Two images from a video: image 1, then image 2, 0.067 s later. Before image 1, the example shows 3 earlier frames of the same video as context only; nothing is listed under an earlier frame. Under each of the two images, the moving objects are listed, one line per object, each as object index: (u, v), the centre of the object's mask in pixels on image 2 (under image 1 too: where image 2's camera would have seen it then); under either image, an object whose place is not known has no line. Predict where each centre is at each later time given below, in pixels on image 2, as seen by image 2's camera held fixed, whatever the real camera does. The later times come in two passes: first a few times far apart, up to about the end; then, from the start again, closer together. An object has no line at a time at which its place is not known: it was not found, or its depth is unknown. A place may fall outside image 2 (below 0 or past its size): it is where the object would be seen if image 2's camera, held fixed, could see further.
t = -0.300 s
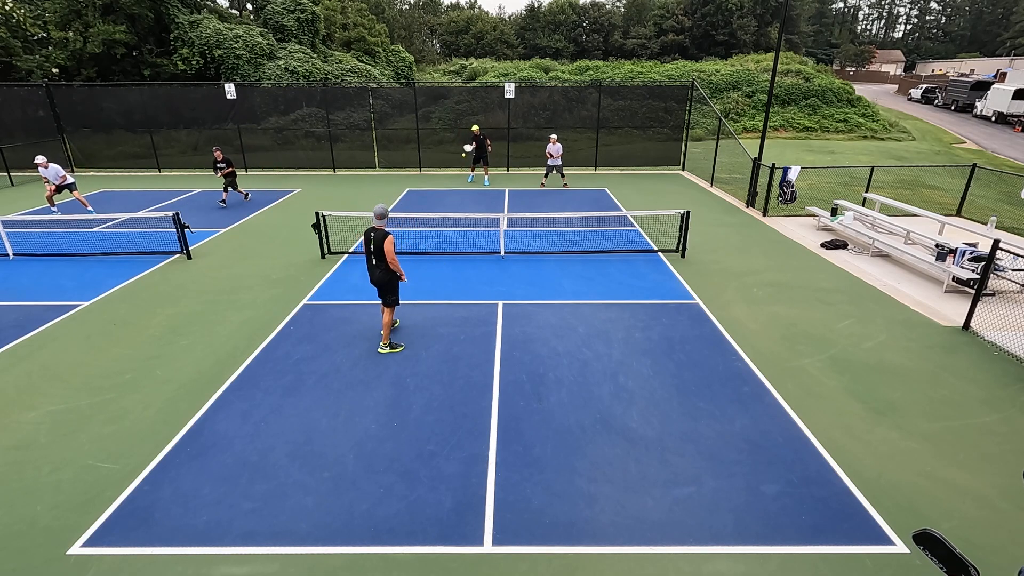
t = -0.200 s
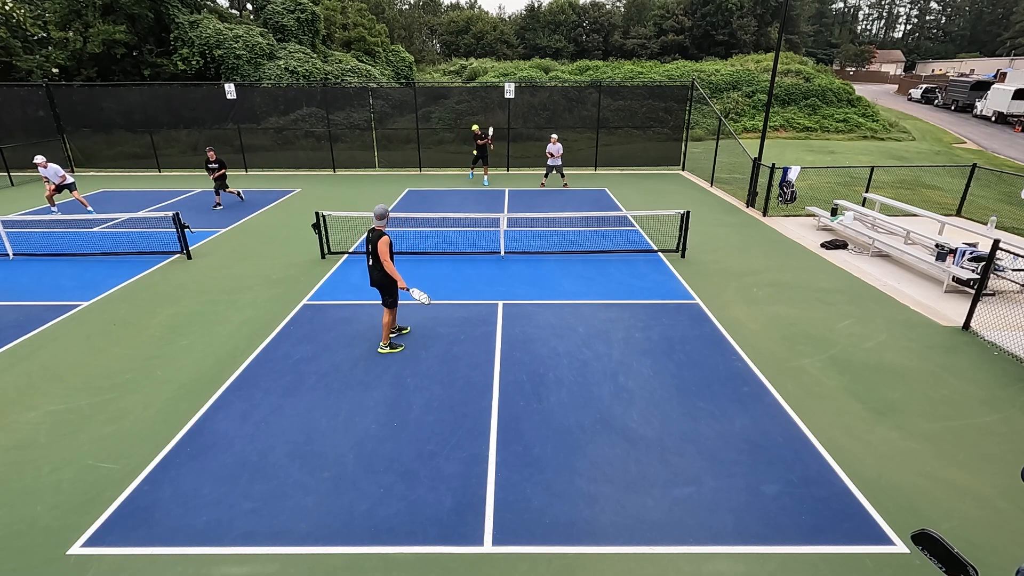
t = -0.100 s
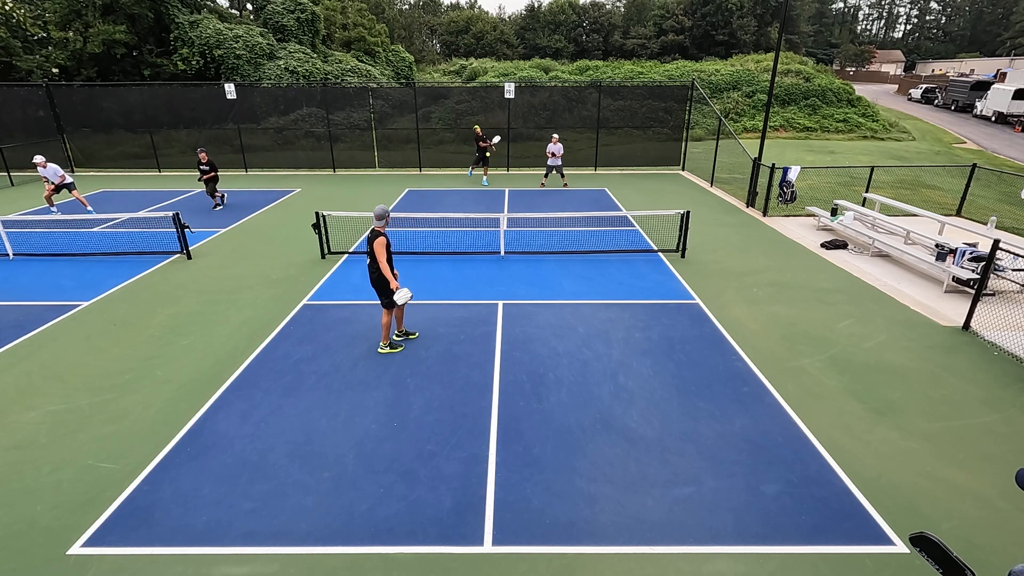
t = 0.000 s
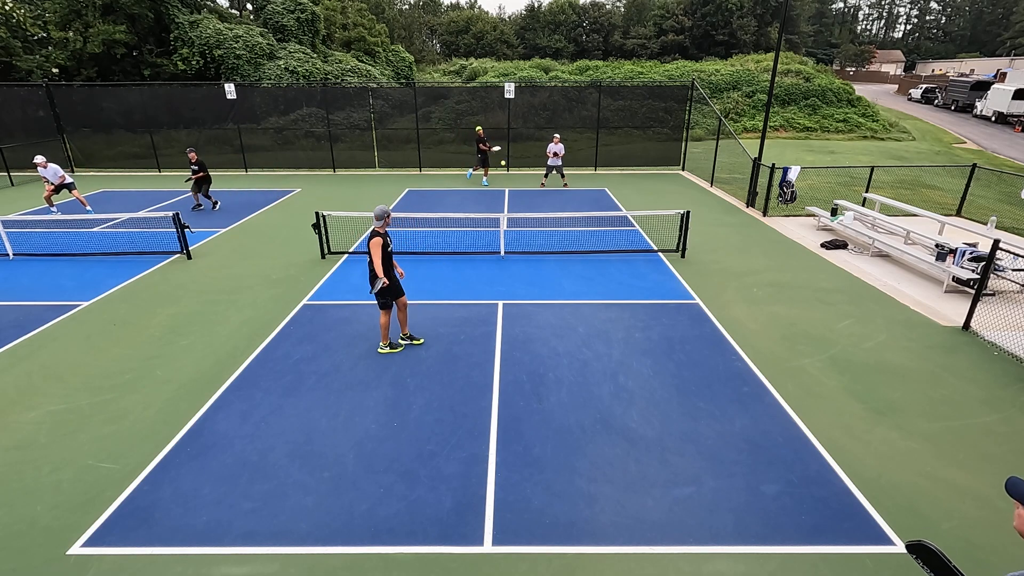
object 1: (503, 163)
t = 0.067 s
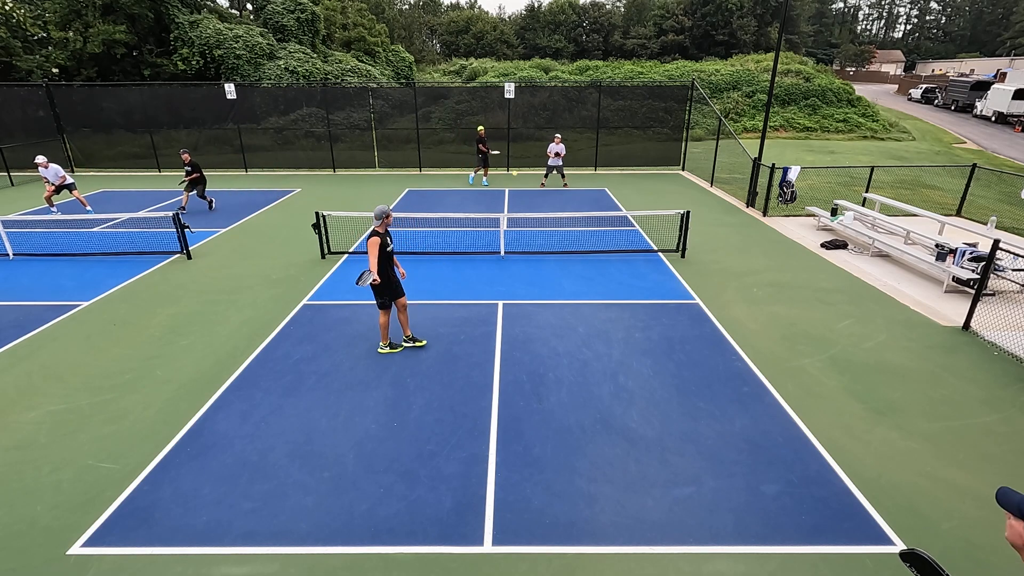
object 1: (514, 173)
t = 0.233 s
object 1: (551, 223)
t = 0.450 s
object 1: (623, 371)
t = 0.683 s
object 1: (745, 560)
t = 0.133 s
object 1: (528, 188)
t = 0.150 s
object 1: (531, 193)
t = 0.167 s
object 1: (535, 198)
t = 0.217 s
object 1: (547, 216)
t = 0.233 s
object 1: (551, 223)
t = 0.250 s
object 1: (555, 230)
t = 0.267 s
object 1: (560, 238)
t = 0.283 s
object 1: (565, 246)
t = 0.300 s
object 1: (569, 255)
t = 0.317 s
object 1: (575, 264)
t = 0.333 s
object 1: (580, 275)
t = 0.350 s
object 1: (585, 286)
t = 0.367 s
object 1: (591, 297)
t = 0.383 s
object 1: (597, 310)
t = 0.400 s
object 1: (603, 324)
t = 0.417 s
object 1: (610, 339)
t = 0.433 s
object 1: (616, 354)
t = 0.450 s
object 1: (623, 371)
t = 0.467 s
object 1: (631, 388)
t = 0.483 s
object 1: (638, 407)
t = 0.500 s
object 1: (647, 428)
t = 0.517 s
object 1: (655, 449)
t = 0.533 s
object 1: (664, 472)
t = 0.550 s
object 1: (672, 489)
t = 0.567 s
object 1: (679, 495)
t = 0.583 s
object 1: (687, 501)
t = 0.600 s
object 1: (695, 509)
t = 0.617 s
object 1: (704, 517)
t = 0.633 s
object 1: (713, 526)
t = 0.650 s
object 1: (723, 536)
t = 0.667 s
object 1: (733, 547)
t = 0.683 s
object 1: (745, 560)
